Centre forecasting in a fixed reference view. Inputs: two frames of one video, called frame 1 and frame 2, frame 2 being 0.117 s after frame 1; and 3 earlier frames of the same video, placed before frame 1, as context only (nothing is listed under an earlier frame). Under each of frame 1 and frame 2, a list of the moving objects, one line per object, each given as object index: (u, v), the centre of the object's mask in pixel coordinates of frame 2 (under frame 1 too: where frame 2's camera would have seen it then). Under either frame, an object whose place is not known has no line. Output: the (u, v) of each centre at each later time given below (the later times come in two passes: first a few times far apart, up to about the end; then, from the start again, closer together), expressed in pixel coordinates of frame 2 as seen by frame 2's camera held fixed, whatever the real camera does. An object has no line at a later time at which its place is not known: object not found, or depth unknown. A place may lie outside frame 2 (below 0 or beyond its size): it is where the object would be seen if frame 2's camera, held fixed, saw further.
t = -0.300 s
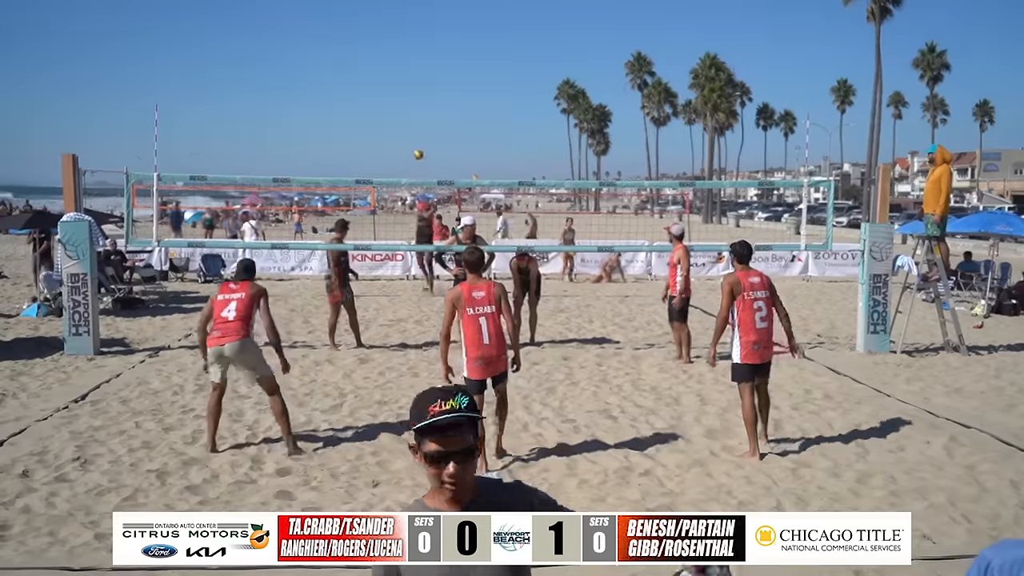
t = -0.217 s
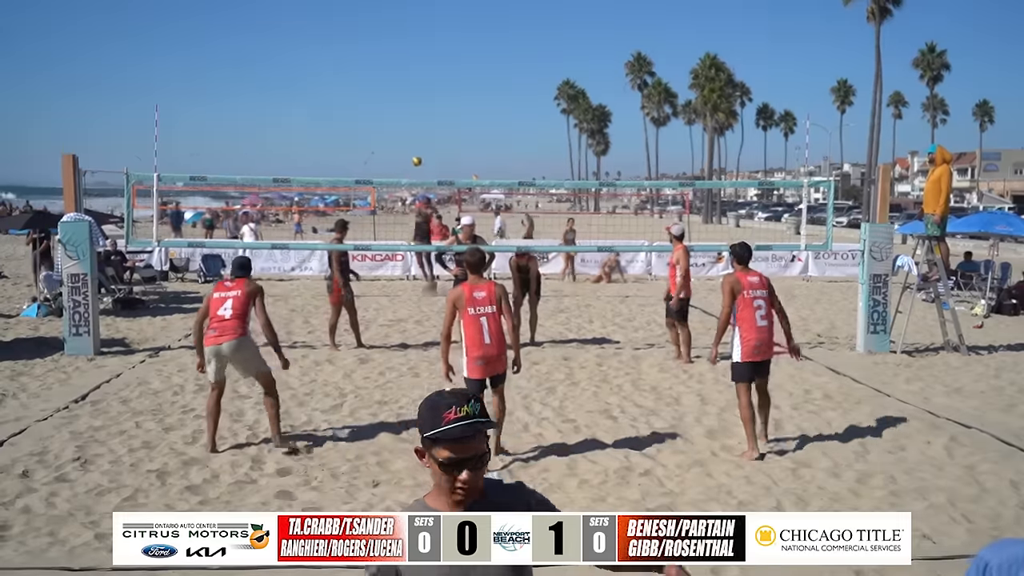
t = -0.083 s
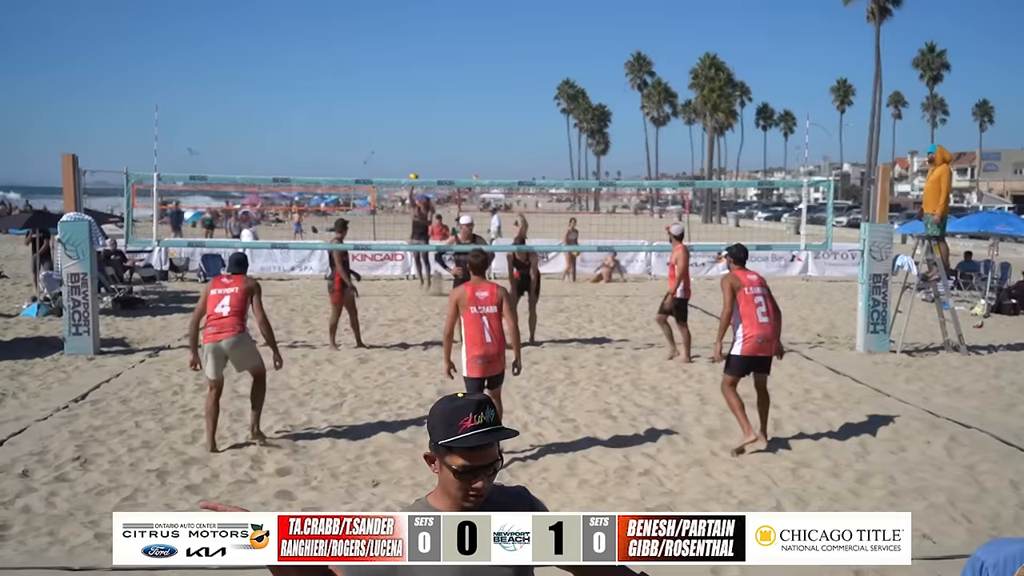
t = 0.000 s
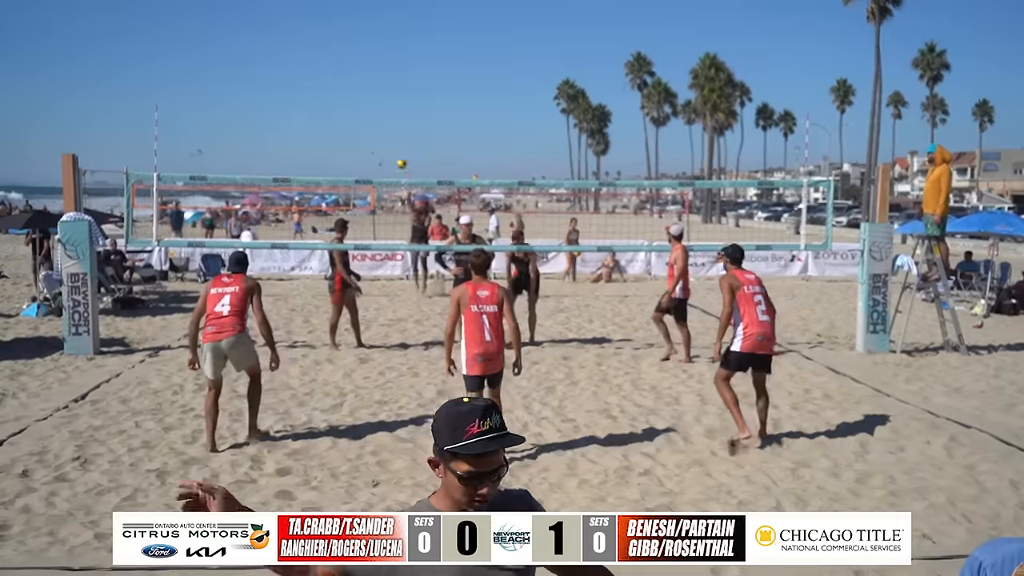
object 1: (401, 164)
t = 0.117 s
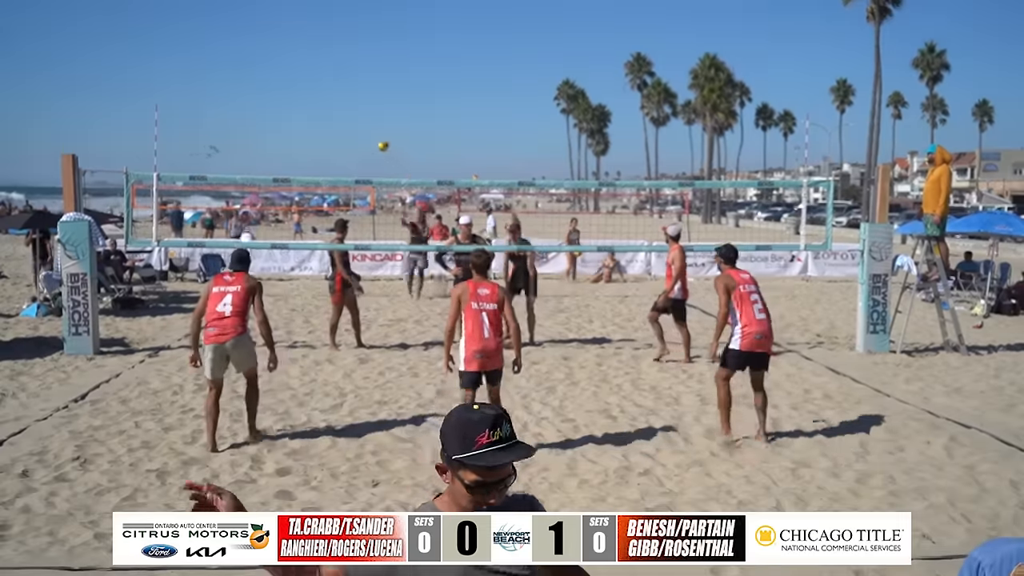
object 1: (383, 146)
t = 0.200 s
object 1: (368, 138)
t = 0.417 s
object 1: (322, 136)
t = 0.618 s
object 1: (268, 167)
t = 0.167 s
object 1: (374, 140)
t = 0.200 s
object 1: (368, 138)
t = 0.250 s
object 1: (358, 134)
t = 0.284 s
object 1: (351, 133)
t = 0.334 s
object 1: (341, 133)
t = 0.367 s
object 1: (334, 133)
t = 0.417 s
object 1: (322, 136)
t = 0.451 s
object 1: (314, 137)
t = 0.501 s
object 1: (301, 142)
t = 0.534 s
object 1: (293, 148)
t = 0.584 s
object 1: (278, 158)
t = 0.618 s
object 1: (268, 167)
